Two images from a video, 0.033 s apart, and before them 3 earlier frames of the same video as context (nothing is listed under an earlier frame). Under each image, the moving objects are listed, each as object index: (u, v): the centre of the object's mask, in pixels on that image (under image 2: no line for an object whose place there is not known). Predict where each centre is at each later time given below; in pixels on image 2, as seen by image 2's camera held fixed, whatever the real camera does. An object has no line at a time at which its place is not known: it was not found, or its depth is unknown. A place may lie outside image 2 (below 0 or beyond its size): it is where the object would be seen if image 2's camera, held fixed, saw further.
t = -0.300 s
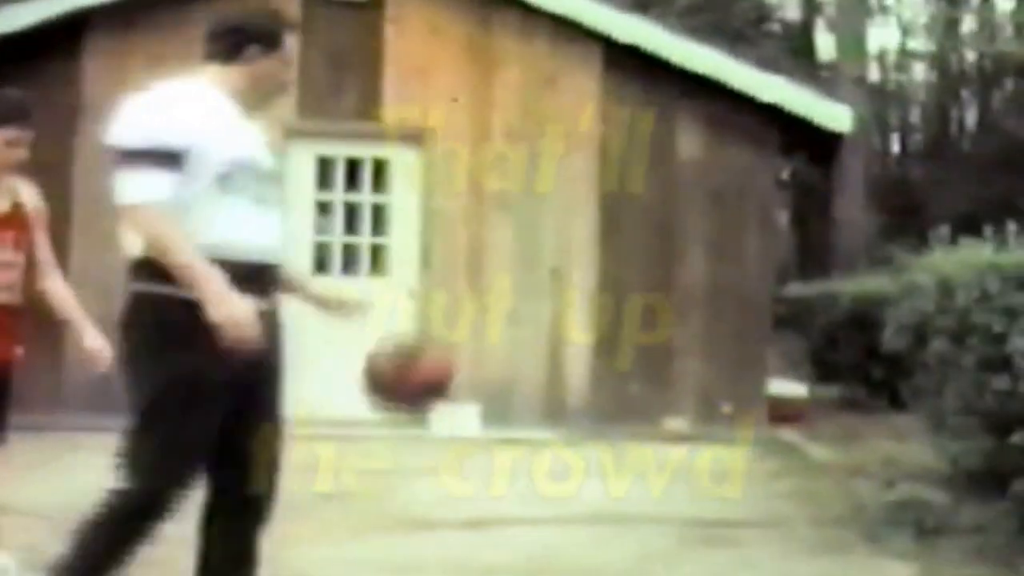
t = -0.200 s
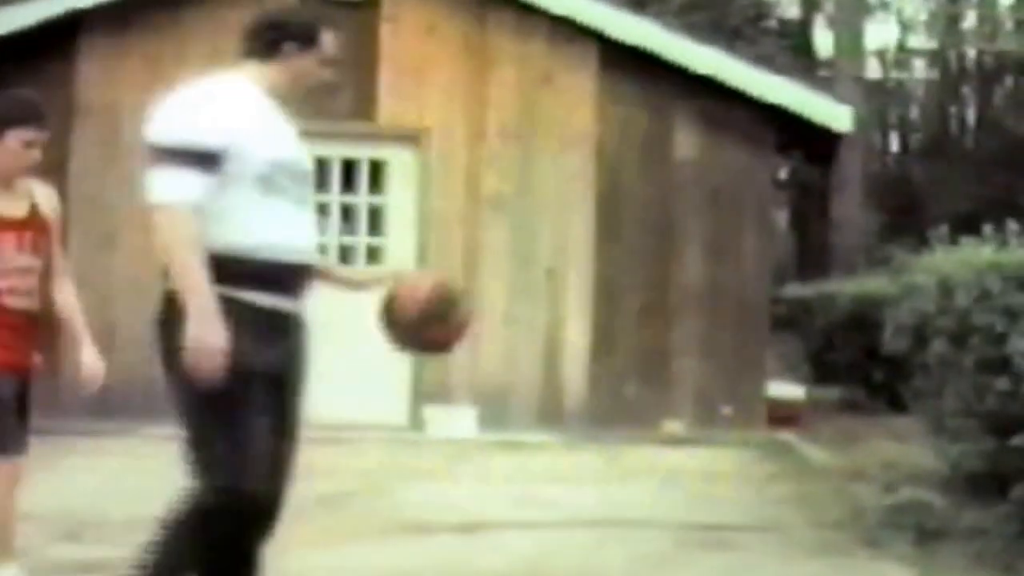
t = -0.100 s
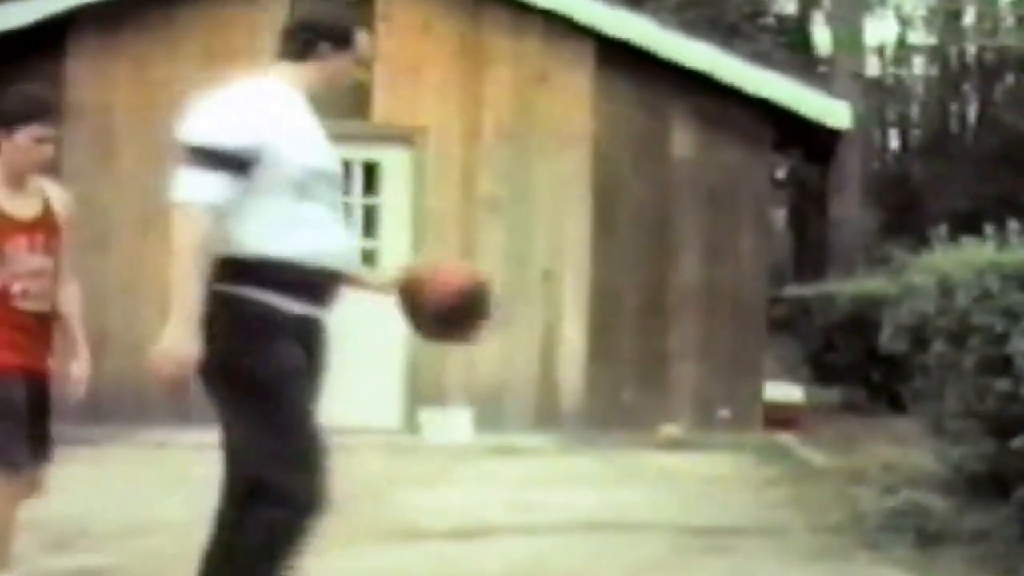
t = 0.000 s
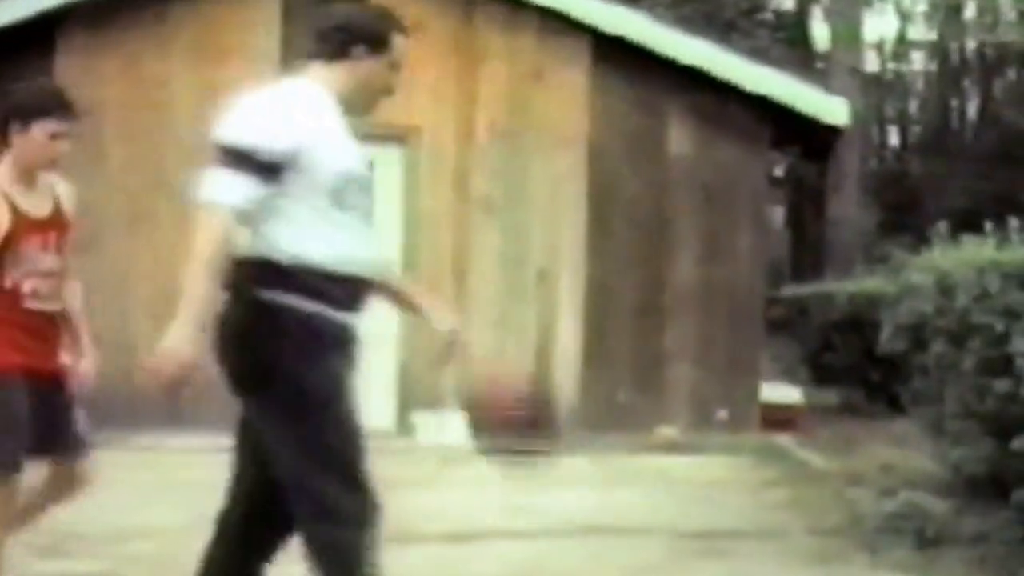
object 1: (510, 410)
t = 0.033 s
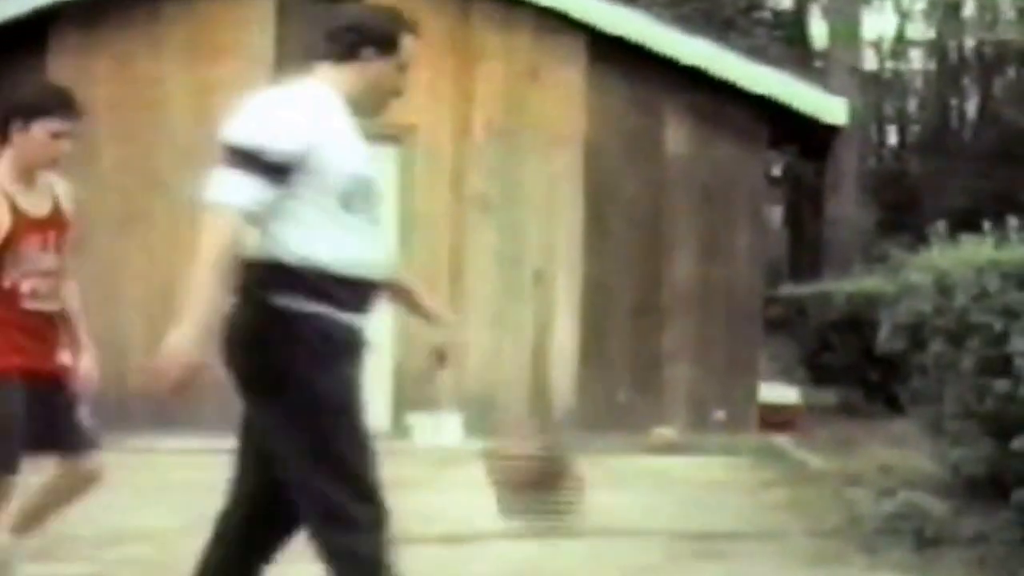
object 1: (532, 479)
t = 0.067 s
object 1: (558, 531)
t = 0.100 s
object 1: (580, 566)
